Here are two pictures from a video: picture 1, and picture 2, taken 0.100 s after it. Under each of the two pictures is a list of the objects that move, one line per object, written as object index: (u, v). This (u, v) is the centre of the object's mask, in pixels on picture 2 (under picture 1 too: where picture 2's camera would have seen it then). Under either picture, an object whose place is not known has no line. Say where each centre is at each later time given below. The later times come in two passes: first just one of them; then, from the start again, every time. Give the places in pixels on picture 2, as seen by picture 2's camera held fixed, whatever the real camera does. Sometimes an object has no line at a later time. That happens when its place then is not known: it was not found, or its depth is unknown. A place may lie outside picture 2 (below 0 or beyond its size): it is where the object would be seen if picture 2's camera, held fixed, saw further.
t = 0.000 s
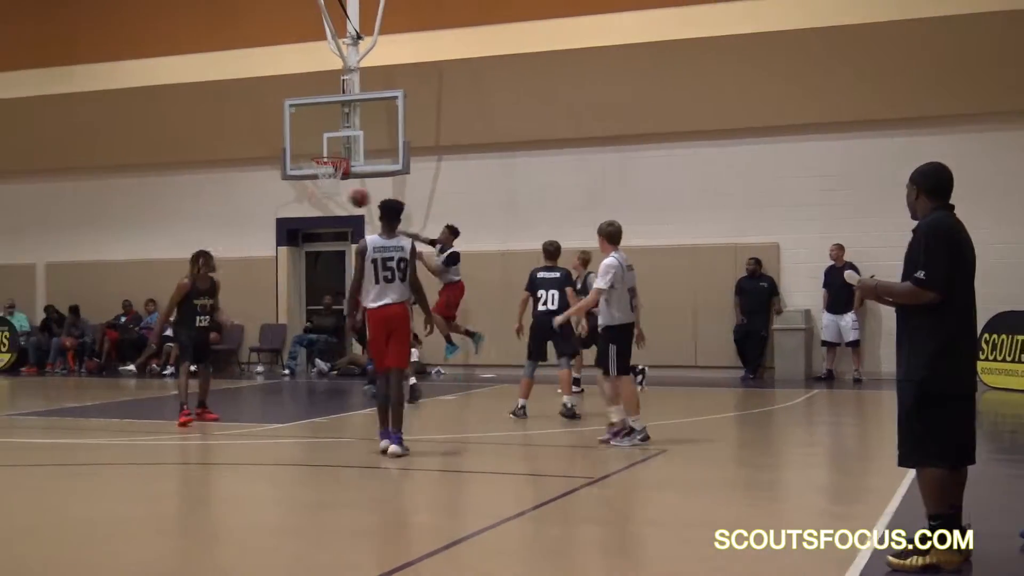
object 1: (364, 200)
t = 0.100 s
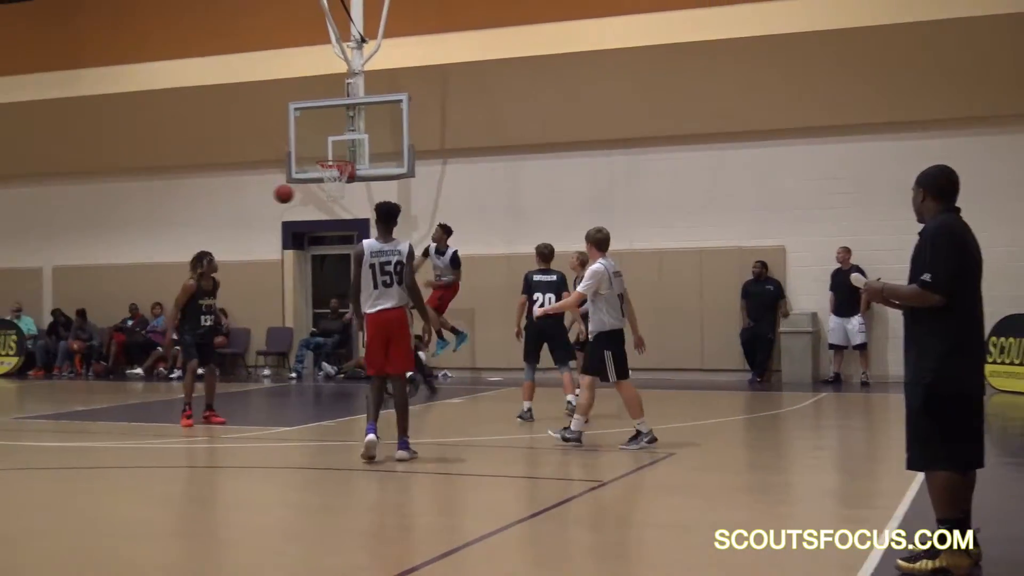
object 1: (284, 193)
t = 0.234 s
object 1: (174, 193)
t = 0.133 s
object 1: (257, 192)
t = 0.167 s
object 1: (229, 192)
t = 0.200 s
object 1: (202, 192)
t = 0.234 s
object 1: (174, 193)
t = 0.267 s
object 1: (147, 195)
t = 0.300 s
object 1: (120, 198)
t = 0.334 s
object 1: (92, 202)
